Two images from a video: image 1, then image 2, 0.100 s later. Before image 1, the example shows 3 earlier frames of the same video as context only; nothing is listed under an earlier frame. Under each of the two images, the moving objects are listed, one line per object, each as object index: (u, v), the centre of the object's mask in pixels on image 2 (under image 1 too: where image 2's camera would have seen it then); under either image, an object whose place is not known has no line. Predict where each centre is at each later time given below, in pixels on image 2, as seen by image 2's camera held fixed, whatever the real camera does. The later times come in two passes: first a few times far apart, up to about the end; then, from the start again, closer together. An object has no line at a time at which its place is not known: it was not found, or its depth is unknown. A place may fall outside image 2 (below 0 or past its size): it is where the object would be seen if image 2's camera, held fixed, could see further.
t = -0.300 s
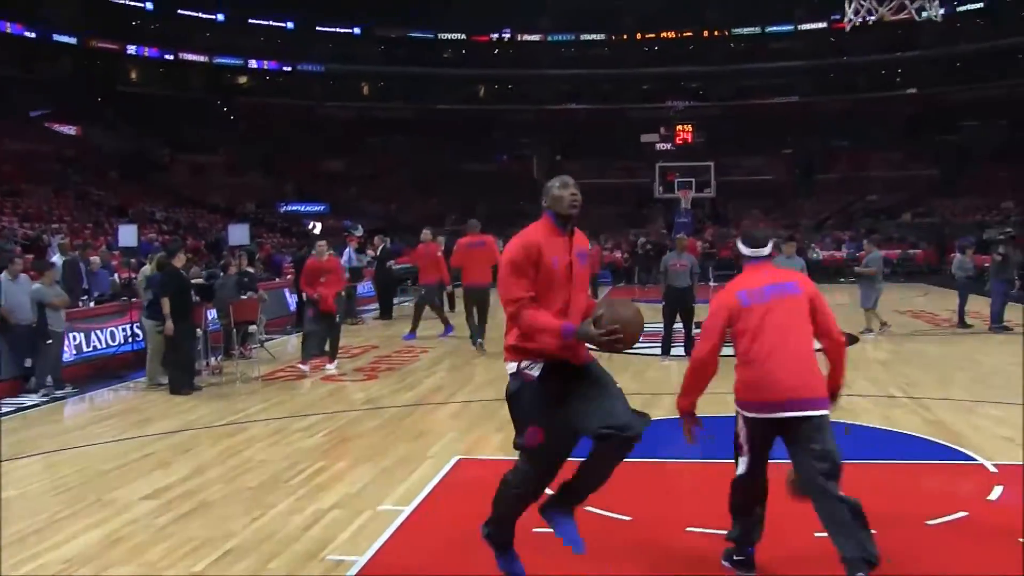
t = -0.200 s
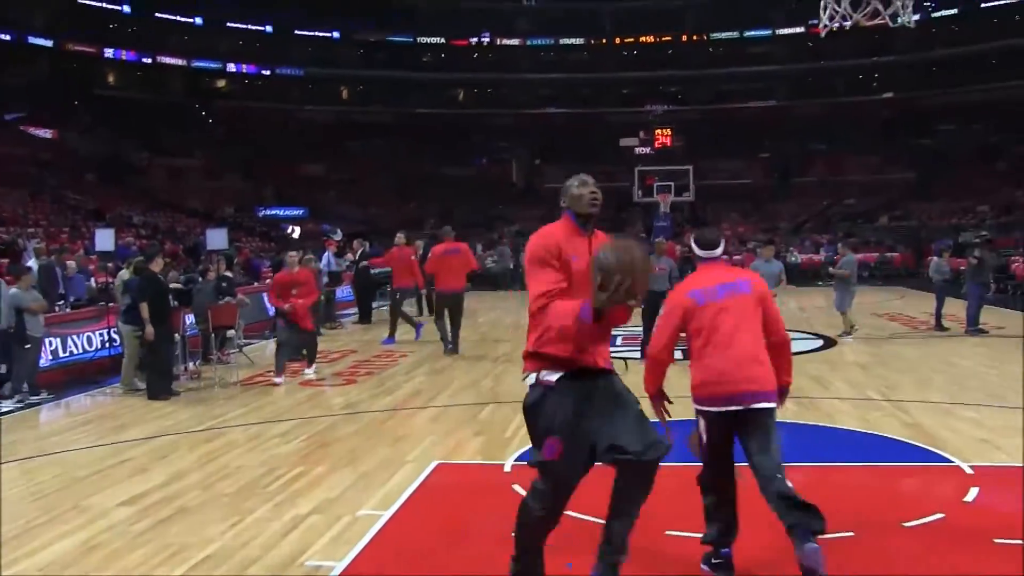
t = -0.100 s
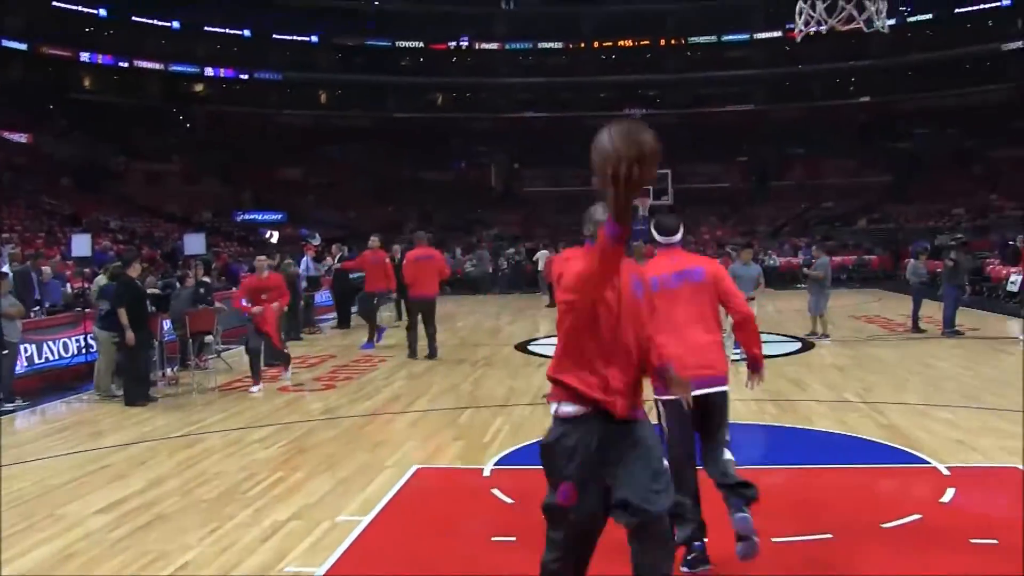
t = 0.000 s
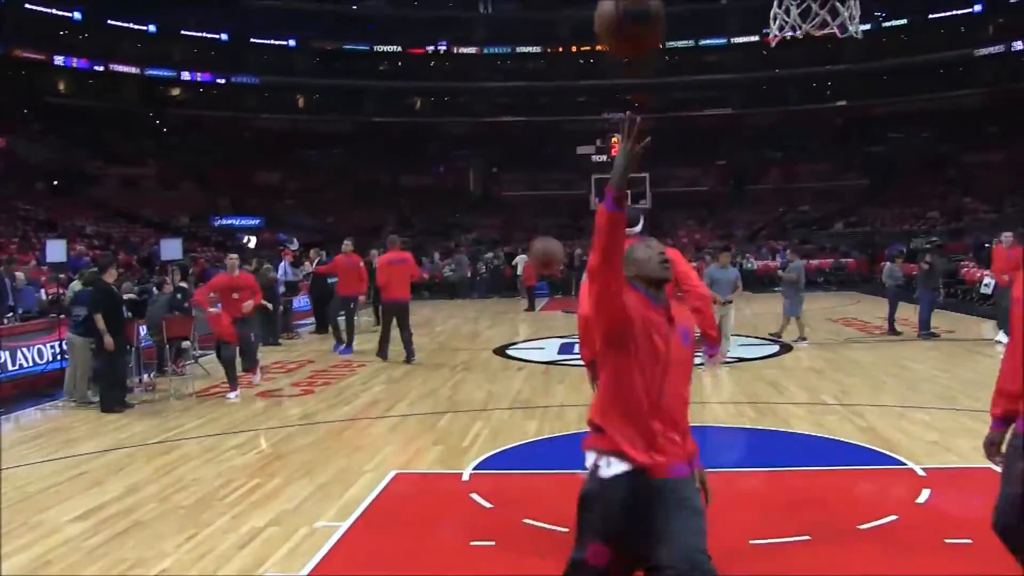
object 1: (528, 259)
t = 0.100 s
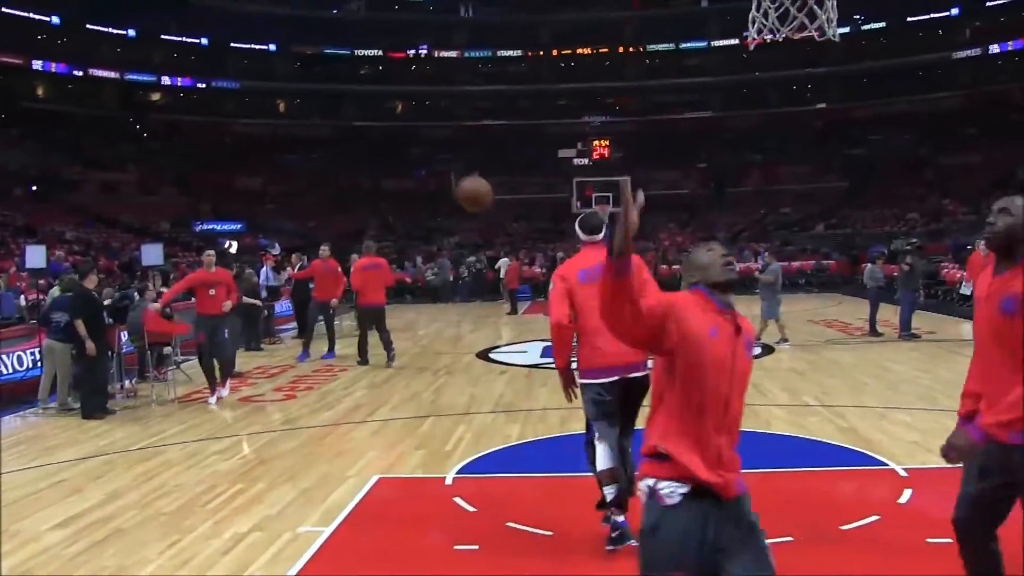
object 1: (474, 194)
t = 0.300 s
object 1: (379, 121)
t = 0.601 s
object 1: (267, 120)
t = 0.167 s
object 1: (440, 163)
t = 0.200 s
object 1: (425, 149)
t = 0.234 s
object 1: (409, 137)
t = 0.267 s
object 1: (394, 128)
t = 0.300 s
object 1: (379, 121)
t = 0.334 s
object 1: (365, 115)
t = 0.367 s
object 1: (351, 111)
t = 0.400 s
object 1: (337, 108)
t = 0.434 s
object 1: (325, 106)
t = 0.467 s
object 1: (312, 106)
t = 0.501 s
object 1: (300, 108)
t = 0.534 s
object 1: (289, 111)
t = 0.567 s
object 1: (278, 115)
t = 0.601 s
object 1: (267, 120)
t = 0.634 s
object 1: (257, 127)
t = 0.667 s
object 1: (248, 134)
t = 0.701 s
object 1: (237, 142)
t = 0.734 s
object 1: (228, 151)
